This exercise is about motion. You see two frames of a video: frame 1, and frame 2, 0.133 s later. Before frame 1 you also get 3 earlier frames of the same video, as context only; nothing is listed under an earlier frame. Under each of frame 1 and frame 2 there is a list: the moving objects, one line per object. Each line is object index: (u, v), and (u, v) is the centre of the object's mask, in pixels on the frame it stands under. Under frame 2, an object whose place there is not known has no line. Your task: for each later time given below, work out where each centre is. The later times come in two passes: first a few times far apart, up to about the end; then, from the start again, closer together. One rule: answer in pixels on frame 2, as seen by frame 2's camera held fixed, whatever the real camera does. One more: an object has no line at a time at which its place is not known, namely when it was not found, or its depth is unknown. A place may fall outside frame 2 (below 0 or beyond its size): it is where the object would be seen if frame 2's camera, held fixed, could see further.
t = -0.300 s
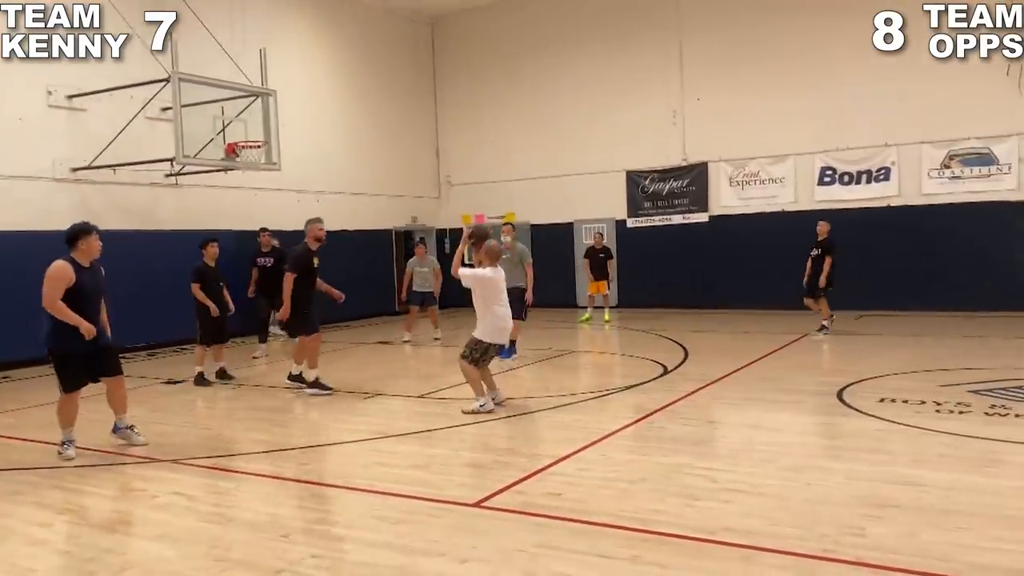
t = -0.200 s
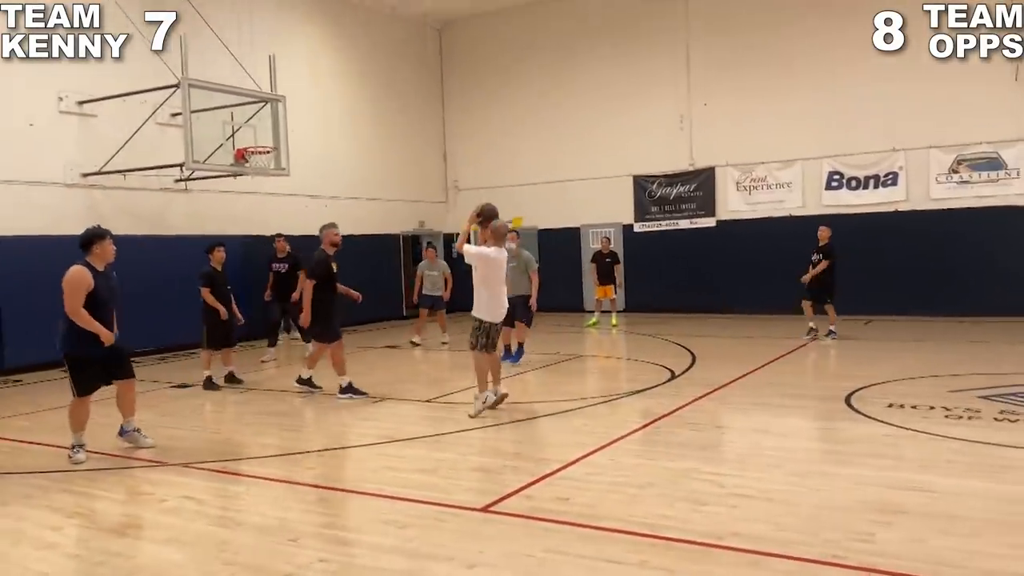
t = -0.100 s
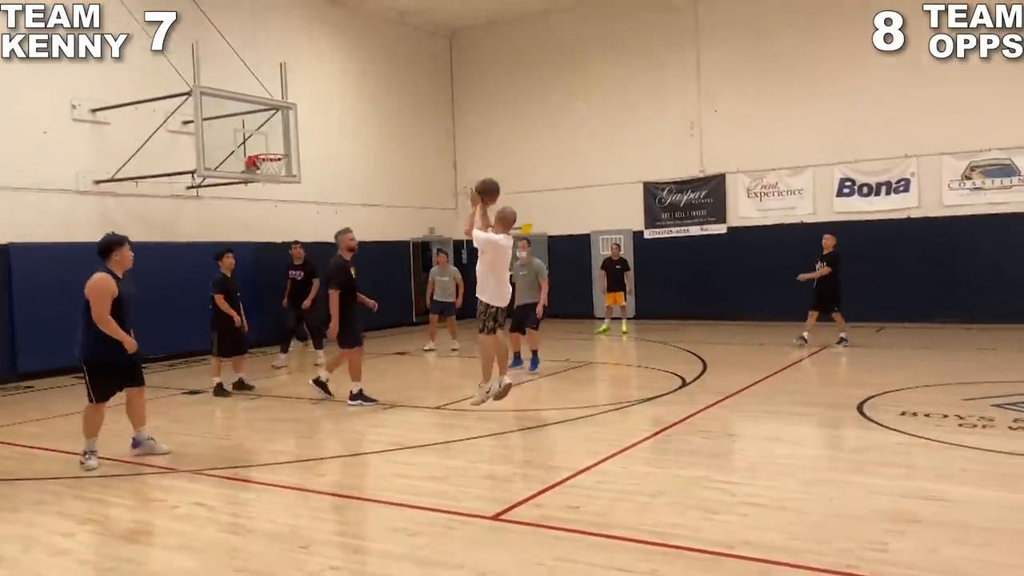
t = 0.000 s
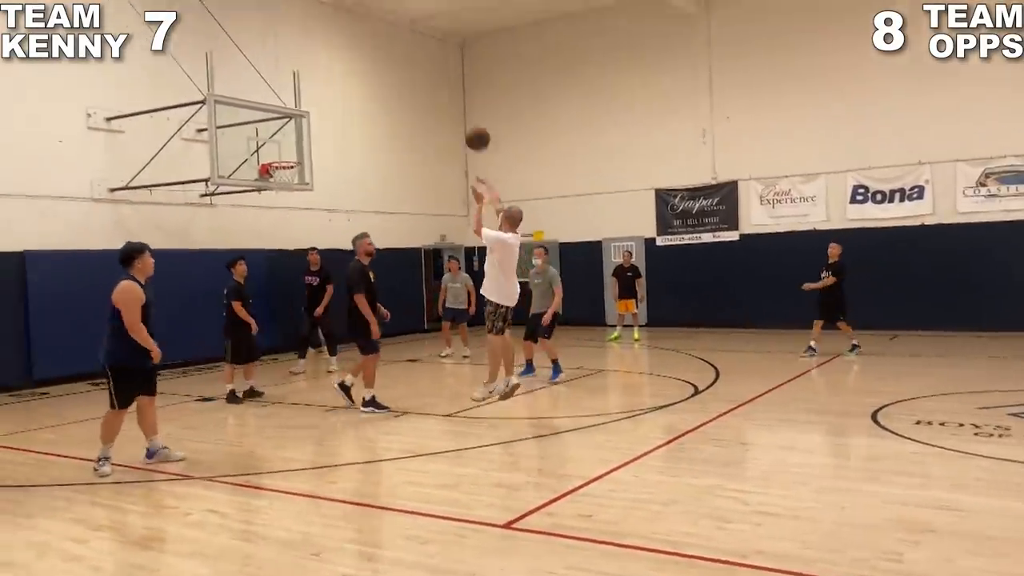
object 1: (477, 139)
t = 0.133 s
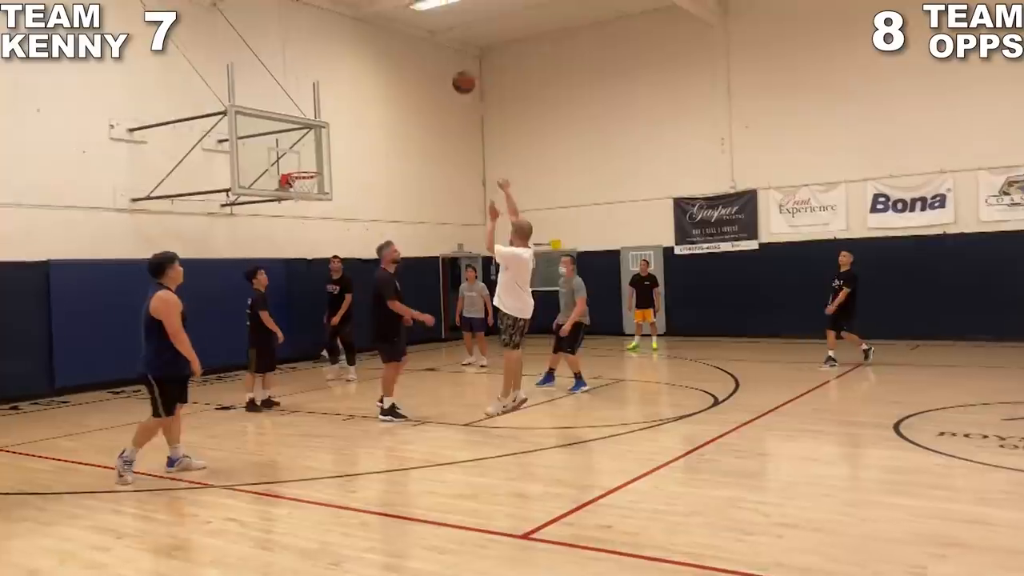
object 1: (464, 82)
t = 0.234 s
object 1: (442, 47)
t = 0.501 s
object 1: (394, 6)
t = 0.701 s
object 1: (365, 18)
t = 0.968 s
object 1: (333, 76)
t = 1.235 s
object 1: (310, 171)
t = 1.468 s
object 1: (297, 209)
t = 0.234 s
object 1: (442, 47)
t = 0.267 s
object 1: (436, 38)
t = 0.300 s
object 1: (429, 30)
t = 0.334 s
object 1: (422, 23)
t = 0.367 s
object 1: (416, 18)
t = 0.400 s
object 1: (411, 13)
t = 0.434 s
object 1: (405, 10)
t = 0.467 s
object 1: (399, 8)
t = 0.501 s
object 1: (394, 6)
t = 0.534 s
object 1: (389, 6)
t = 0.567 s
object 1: (383, 7)
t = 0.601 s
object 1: (378, 8)
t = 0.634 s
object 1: (373, 11)
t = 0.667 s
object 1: (369, 14)
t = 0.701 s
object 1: (365, 18)
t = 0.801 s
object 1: (352, 35)
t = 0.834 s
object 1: (348, 42)
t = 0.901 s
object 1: (341, 58)
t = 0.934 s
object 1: (337, 67)
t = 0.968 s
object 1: (333, 76)
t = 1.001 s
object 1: (330, 86)
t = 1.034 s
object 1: (327, 97)
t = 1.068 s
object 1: (324, 108)
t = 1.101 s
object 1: (321, 120)
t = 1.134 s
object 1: (318, 133)
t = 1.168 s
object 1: (315, 145)
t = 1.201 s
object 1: (313, 158)
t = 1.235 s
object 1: (310, 171)
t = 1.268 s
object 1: (308, 184)
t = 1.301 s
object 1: (304, 191)
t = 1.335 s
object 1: (303, 196)
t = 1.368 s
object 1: (301, 197)
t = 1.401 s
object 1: (300, 201)
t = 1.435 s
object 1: (298, 204)
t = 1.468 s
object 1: (297, 209)
